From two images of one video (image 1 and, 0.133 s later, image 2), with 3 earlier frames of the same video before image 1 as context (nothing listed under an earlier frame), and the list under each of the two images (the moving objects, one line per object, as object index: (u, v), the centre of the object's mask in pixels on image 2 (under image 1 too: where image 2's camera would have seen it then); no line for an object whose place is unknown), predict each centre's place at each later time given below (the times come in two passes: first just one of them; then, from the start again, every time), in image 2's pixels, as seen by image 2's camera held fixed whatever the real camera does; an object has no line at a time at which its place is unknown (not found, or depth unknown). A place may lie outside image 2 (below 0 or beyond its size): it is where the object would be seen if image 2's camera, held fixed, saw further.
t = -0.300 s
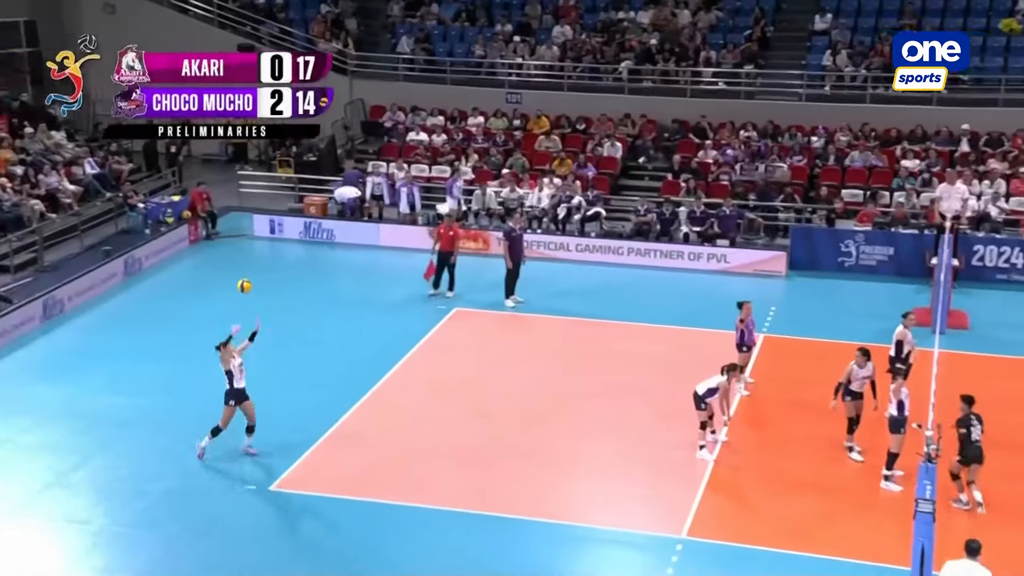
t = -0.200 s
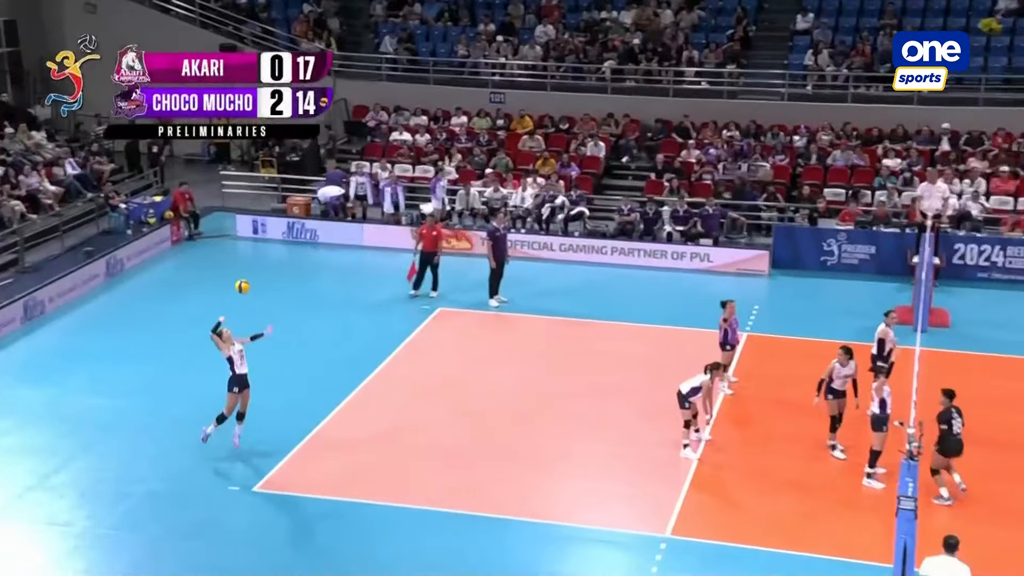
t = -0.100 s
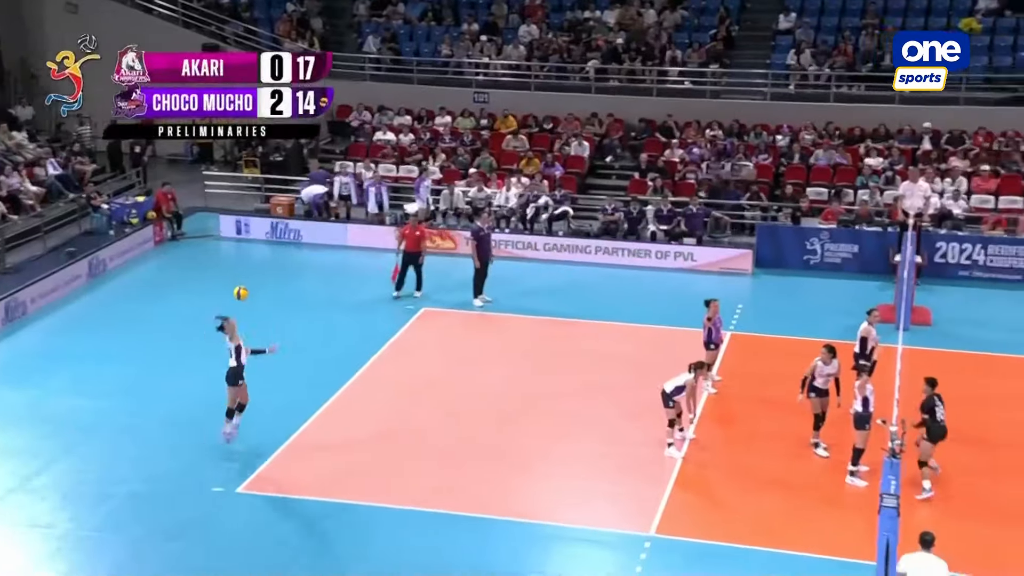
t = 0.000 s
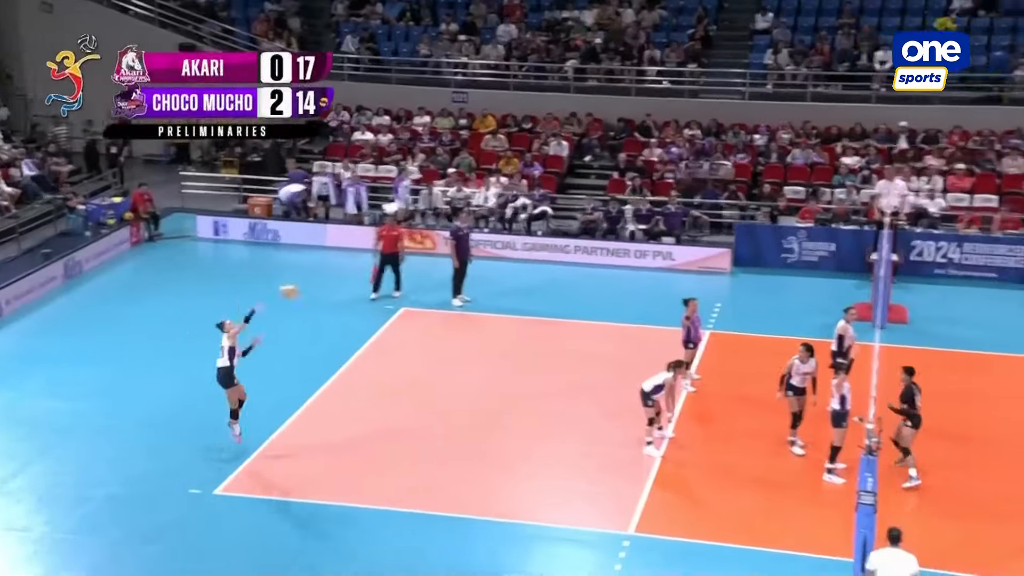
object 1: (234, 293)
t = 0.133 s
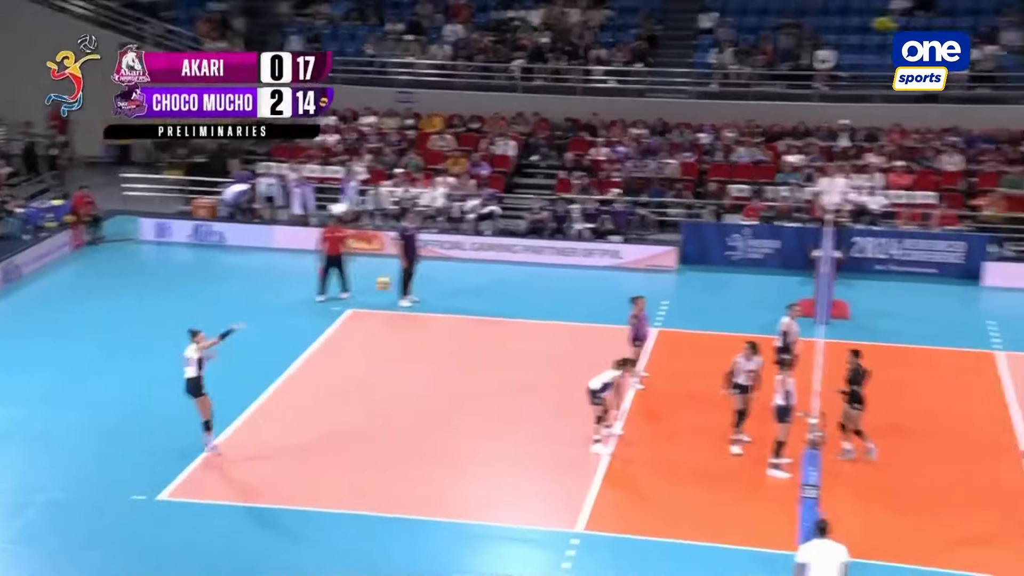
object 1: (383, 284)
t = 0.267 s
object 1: (530, 287)
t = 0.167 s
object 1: (420, 283)
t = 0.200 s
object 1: (457, 283)
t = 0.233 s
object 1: (495, 285)
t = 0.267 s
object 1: (530, 287)
